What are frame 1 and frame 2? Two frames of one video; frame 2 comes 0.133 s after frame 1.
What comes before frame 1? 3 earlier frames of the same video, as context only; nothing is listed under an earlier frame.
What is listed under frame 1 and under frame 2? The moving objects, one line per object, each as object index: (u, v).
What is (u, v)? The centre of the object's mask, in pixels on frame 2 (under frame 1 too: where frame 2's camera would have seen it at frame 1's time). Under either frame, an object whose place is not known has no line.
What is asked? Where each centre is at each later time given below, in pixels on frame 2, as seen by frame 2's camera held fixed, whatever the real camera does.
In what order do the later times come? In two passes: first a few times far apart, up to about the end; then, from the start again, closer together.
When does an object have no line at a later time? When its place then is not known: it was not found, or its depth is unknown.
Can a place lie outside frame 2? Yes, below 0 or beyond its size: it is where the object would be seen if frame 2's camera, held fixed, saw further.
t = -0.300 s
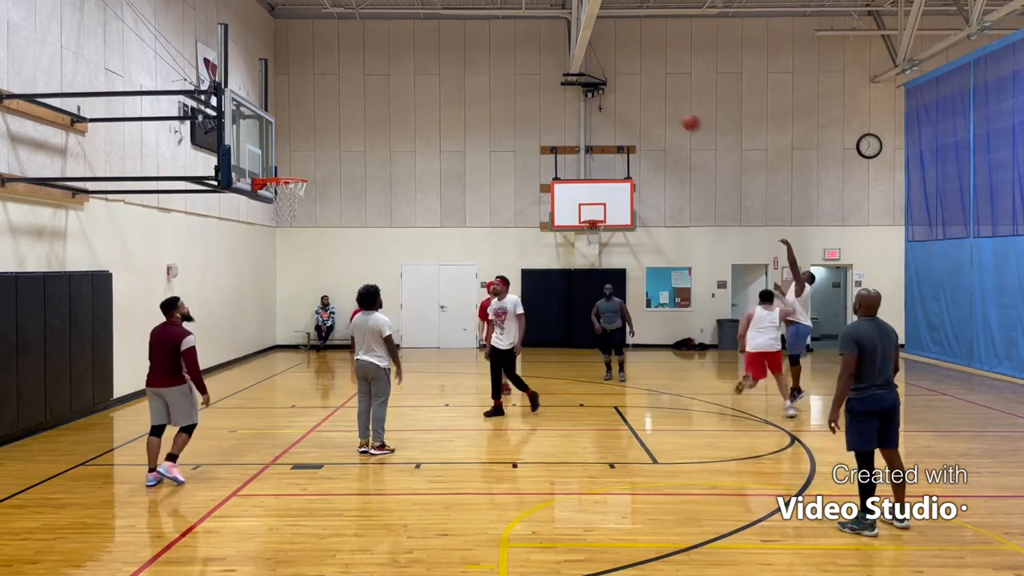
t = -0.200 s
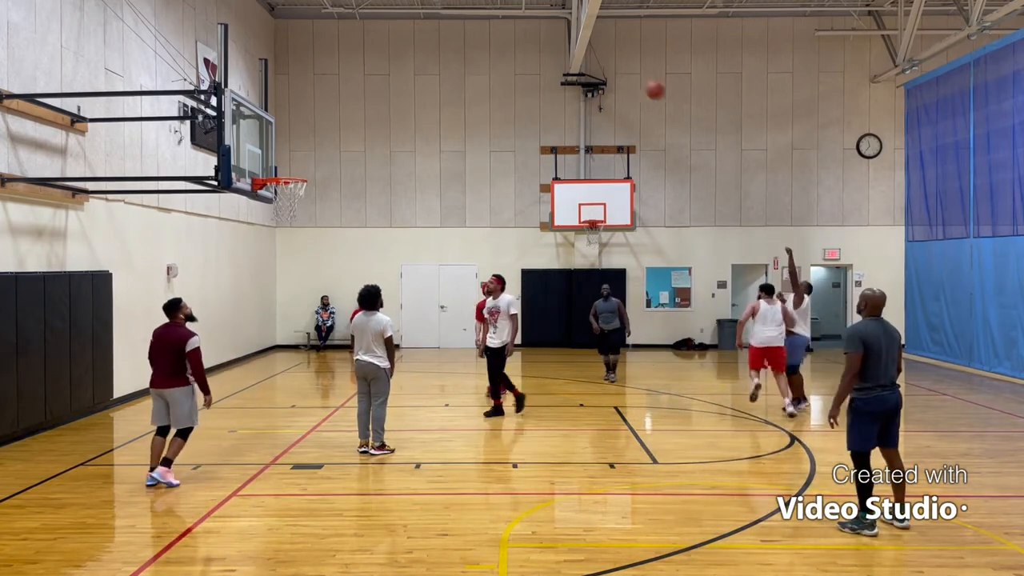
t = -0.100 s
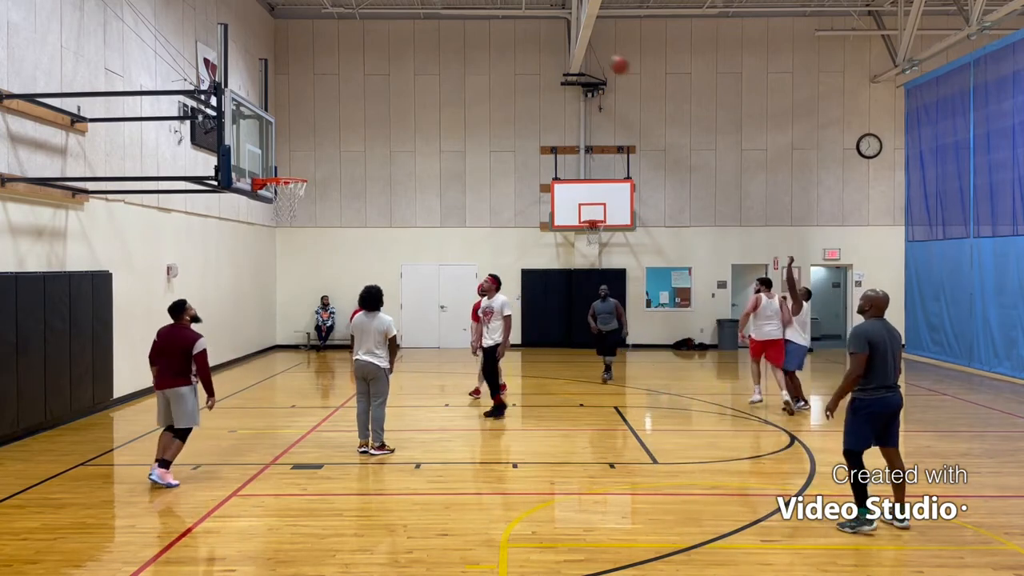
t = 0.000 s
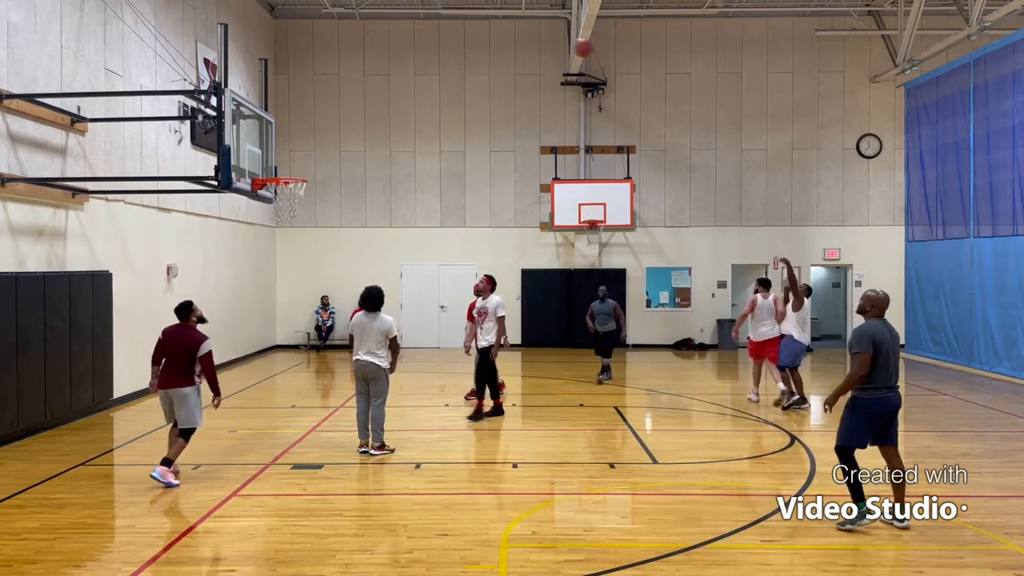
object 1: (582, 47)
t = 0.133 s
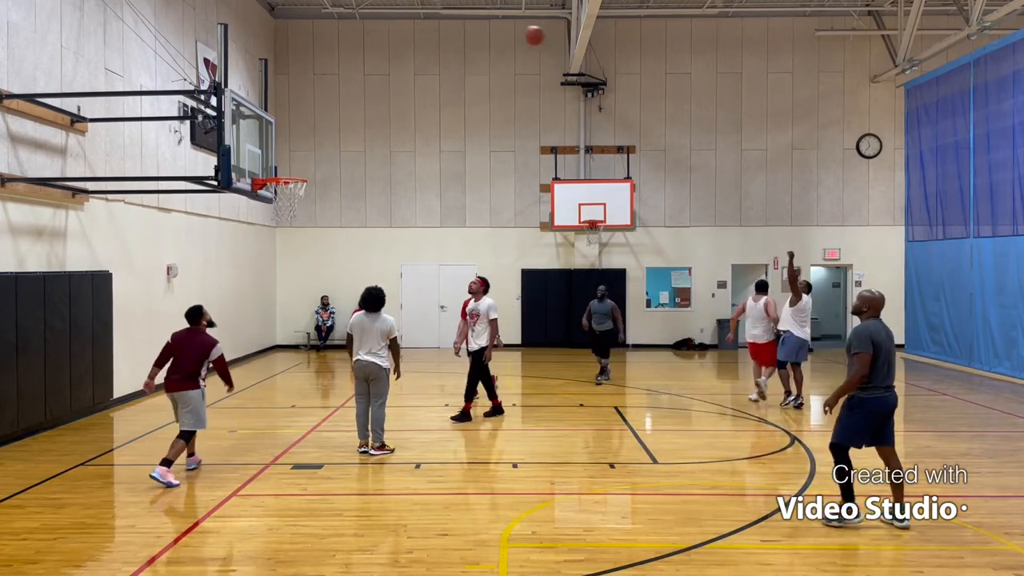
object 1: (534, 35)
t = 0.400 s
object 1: (434, 53)
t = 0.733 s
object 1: (308, 156)
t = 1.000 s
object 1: (242, 242)
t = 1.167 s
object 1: (213, 305)
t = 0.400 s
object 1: (434, 53)
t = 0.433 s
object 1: (422, 59)
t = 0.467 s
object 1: (409, 66)
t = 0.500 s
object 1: (397, 74)
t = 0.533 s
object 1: (384, 83)
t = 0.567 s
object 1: (372, 93)
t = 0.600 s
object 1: (359, 104)
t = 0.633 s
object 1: (347, 115)
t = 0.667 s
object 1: (333, 128)
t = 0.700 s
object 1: (320, 141)
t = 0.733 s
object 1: (308, 156)
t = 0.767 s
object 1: (295, 170)
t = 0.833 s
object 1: (271, 202)
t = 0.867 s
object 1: (265, 207)
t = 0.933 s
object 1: (254, 223)
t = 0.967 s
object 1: (248, 233)
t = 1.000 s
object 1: (242, 242)
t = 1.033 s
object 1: (237, 252)
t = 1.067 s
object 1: (231, 265)
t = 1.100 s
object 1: (226, 277)
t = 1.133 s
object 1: (219, 291)
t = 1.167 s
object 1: (213, 305)
